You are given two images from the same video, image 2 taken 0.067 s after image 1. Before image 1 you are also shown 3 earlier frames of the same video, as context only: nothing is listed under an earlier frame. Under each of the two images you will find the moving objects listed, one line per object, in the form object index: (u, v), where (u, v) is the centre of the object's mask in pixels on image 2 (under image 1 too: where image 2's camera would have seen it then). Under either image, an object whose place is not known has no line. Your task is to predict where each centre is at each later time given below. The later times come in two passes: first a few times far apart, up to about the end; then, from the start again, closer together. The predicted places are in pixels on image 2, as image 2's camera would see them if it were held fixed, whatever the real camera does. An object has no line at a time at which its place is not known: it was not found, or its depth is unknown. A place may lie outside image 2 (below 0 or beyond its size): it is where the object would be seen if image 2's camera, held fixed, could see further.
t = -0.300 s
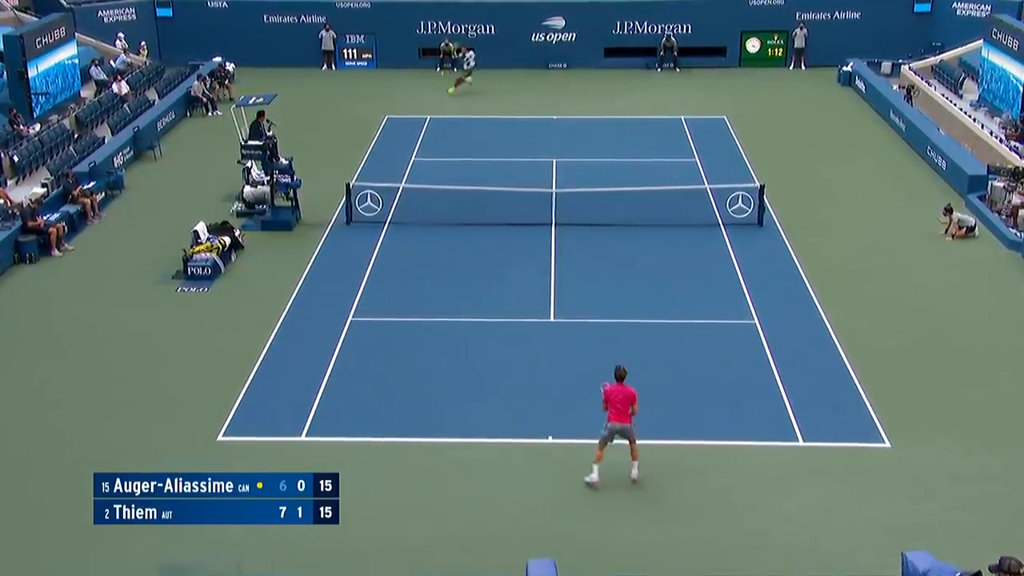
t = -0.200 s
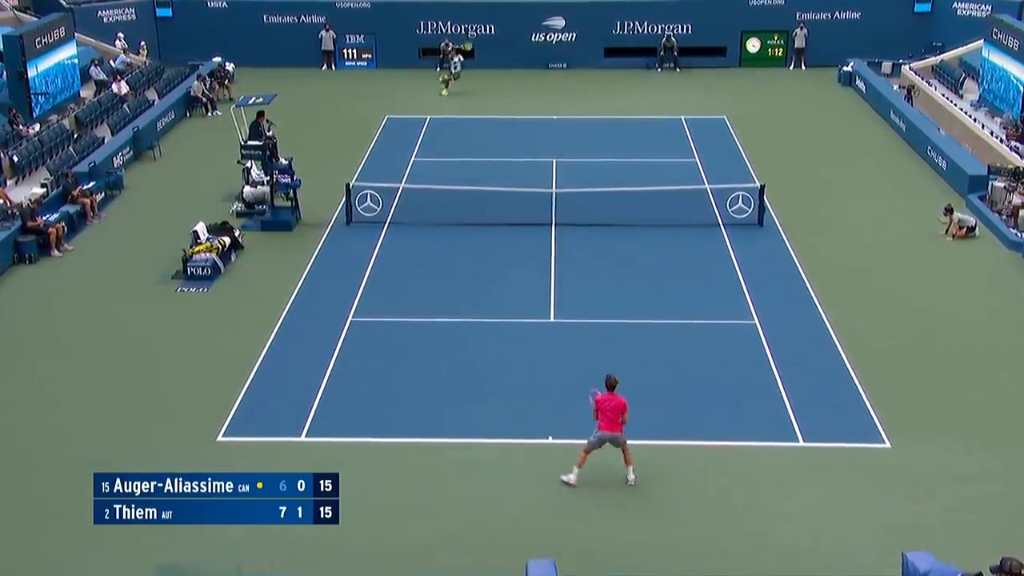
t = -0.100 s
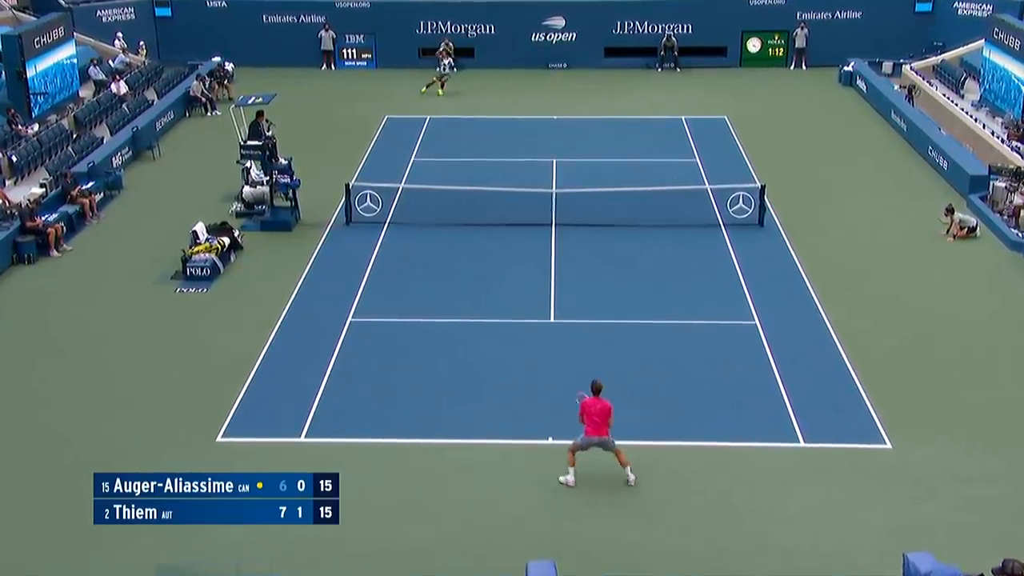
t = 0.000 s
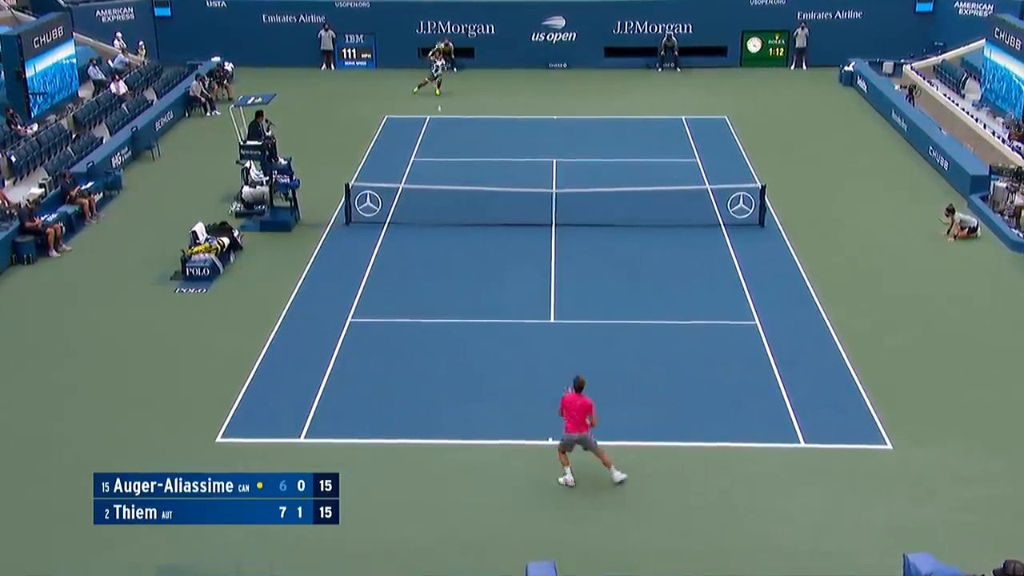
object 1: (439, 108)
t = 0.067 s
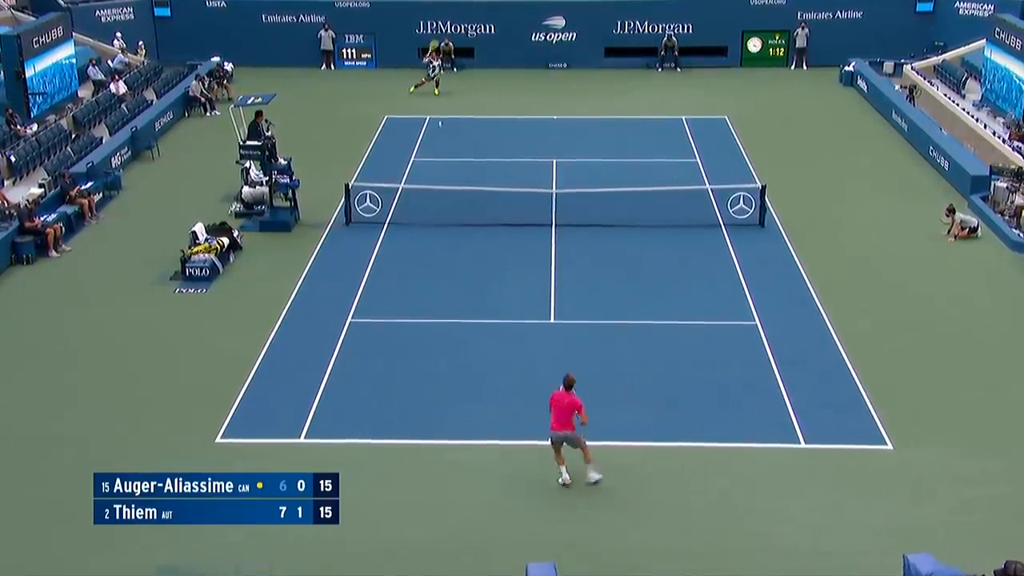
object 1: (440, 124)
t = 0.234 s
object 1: (443, 175)
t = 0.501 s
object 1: (457, 303)
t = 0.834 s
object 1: (466, 344)
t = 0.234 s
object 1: (443, 175)
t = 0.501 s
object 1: (457, 303)
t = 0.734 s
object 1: (464, 330)
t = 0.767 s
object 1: (464, 333)
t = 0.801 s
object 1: (465, 338)
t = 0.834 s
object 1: (466, 344)
